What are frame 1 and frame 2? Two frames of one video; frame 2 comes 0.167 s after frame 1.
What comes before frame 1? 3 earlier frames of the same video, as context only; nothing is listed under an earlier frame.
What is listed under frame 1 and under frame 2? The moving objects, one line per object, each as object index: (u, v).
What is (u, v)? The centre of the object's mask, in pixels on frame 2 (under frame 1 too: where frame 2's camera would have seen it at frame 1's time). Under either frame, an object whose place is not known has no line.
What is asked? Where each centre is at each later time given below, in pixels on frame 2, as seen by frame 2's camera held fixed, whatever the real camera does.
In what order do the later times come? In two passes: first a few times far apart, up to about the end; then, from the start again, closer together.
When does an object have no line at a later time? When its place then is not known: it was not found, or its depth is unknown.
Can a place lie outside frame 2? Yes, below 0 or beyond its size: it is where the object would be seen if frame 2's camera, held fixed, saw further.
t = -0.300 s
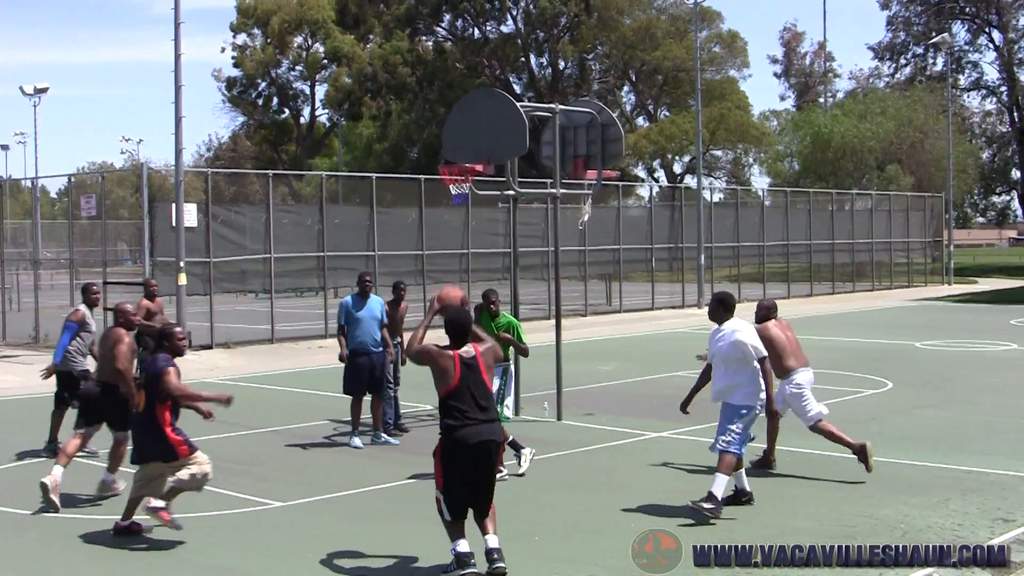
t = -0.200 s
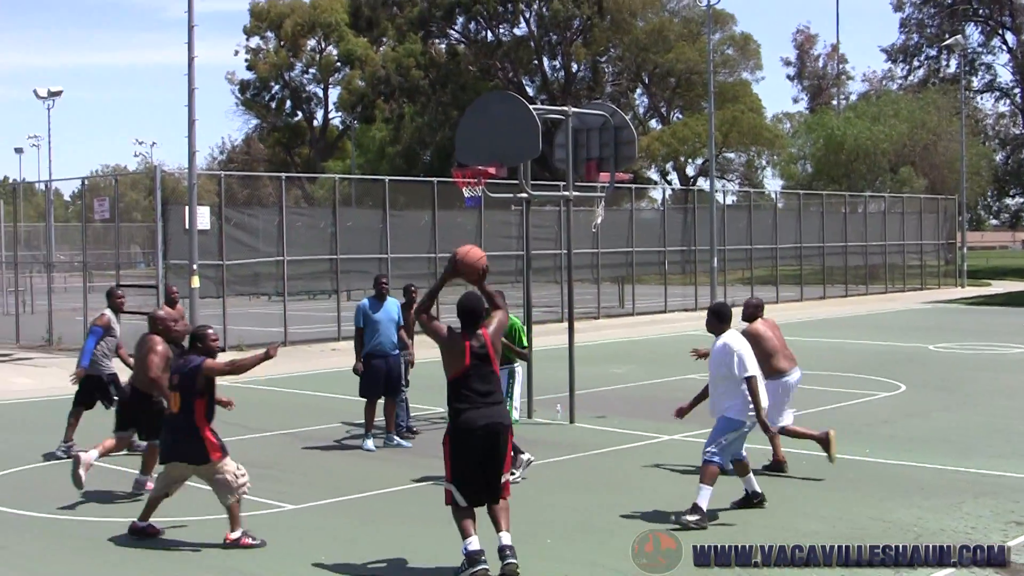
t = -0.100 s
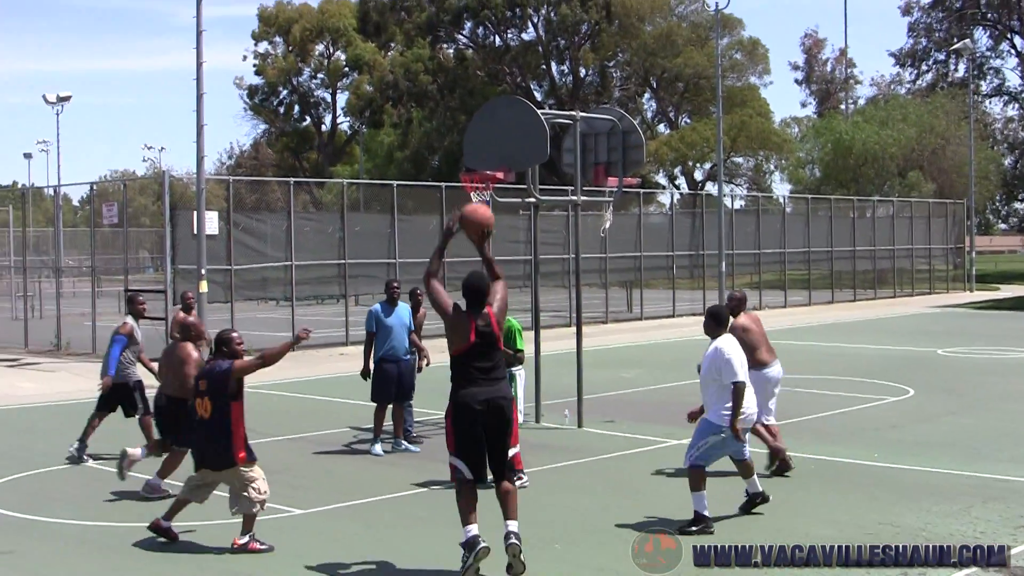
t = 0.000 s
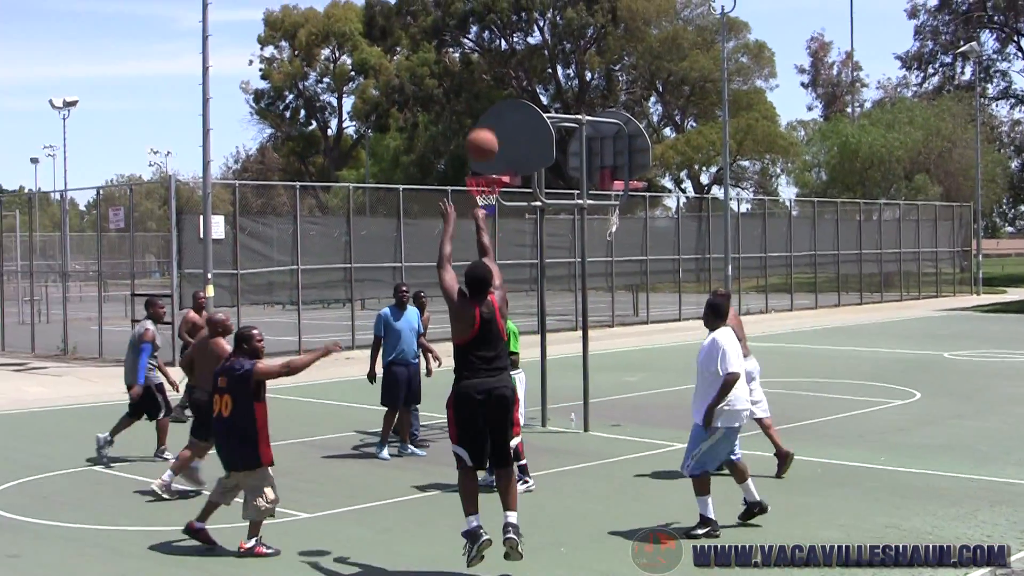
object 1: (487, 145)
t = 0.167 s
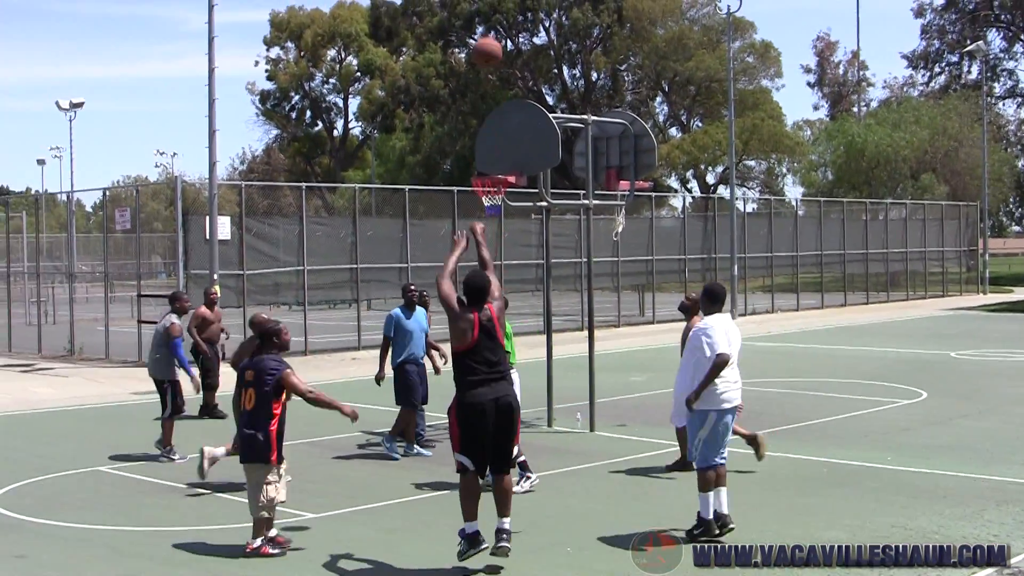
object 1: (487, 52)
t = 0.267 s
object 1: (487, 19)
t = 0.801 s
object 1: (492, 40)
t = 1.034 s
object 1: (496, 127)
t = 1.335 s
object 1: (494, 227)
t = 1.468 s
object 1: (492, 266)
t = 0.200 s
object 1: (488, 40)
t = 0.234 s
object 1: (487, 29)
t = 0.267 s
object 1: (487, 19)
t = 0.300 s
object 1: (488, 14)
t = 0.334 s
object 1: (487, 11)
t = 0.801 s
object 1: (492, 40)
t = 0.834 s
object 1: (493, 50)
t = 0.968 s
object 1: (495, 100)
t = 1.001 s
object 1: (496, 113)
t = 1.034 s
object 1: (496, 127)
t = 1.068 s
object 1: (496, 142)
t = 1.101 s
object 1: (497, 157)
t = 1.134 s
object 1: (497, 171)
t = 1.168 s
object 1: (497, 189)
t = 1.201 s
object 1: (497, 203)
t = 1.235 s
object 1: (497, 206)
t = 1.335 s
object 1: (494, 227)
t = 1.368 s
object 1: (494, 235)
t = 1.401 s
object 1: (493, 245)
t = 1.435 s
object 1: (492, 255)
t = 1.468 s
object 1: (492, 266)
